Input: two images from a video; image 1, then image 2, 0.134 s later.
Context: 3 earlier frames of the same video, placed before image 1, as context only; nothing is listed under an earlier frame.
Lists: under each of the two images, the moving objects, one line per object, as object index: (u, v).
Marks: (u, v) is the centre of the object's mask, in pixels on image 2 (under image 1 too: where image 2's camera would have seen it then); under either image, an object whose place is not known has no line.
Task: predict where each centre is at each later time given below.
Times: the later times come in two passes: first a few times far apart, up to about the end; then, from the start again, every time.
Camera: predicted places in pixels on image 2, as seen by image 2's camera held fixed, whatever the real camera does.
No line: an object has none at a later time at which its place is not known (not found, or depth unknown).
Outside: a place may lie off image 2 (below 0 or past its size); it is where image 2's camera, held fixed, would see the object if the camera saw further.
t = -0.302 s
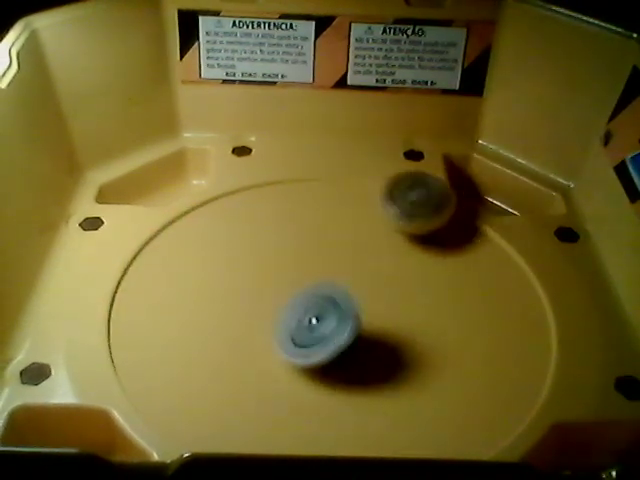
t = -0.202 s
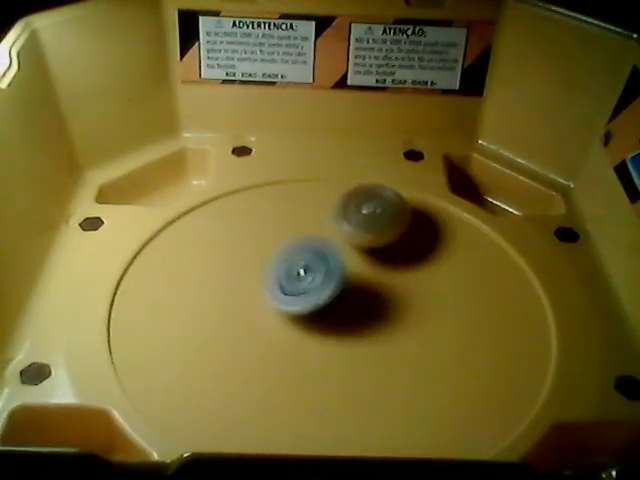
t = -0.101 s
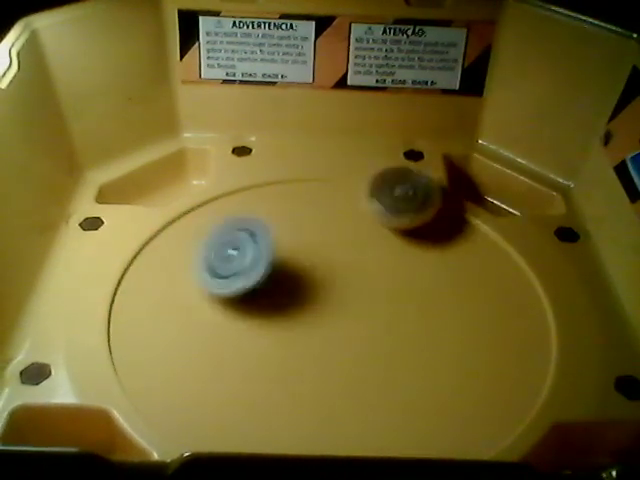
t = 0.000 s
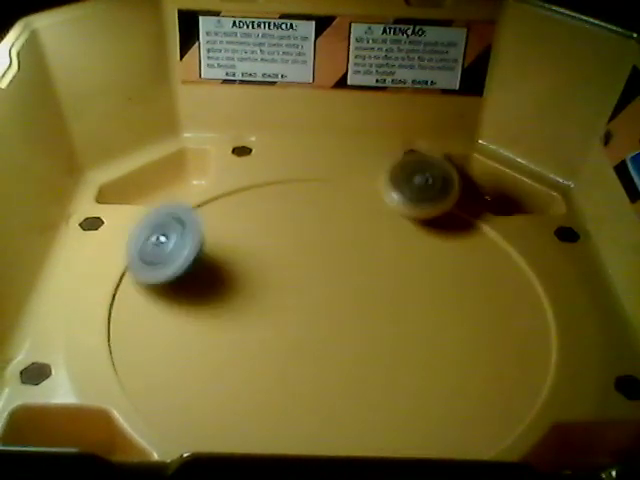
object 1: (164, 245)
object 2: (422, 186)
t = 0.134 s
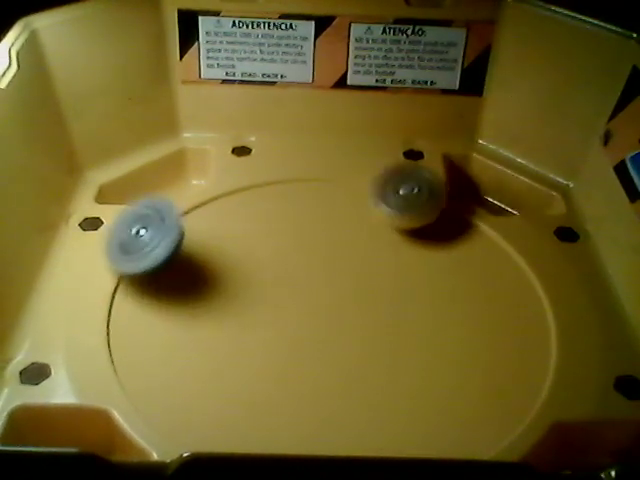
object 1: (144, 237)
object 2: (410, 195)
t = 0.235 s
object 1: (176, 248)
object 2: (403, 213)
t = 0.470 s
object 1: (325, 269)
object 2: (434, 273)
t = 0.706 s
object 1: (326, 267)
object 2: (502, 307)
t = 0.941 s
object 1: (257, 247)
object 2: (494, 327)
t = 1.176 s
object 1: (204, 203)
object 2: (446, 347)
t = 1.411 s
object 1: (289, 210)
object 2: (376, 364)
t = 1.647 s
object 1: (330, 299)
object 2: (316, 431)
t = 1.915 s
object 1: (290, 251)
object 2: (318, 391)
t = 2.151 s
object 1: (369, 280)
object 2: (294, 325)
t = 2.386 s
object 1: (355, 338)
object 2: (257, 289)
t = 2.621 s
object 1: (310, 356)
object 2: (234, 212)
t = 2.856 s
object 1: (314, 343)
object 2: (238, 202)
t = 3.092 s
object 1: (392, 314)
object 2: (299, 231)
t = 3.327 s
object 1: (414, 338)
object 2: (401, 252)
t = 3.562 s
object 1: (348, 286)
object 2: (482, 249)
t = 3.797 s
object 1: (389, 239)
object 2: (491, 265)
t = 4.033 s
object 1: (313, 212)
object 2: (507, 302)
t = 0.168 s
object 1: (150, 237)
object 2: (407, 200)
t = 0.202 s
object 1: (160, 244)
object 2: (404, 206)
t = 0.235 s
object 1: (176, 248)
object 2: (403, 213)
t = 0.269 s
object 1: (197, 251)
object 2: (402, 219)
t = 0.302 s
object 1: (223, 256)
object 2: (401, 228)
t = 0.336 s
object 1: (249, 260)
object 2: (401, 236)
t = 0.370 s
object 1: (276, 263)
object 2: (399, 245)
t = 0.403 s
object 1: (303, 264)
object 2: (396, 256)
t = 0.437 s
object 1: (317, 266)
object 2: (413, 265)
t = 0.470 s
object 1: (325, 269)
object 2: (434, 273)
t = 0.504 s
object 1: (331, 270)
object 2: (451, 280)
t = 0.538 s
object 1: (336, 270)
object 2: (466, 285)
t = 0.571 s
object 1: (338, 270)
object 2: (478, 290)
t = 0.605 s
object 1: (338, 270)
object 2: (488, 294)
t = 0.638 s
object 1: (336, 269)
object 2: (495, 298)
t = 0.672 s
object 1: (332, 268)
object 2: (499, 303)
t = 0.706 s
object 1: (326, 267)
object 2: (502, 307)
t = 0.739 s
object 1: (319, 266)
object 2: (506, 311)
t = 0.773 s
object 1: (311, 264)
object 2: (508, 314)
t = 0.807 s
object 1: (300, 262)
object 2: (507, 315)
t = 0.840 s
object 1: (290, 259)
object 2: (505, 317)
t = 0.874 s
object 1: (279, 256)
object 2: (502, 320)
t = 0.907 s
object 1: (267, 252)
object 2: (498, 324)
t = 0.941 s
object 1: (257, 247)
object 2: (494, 327)
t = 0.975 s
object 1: (246, 242)
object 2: (489, 331)
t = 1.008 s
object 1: (236, 235)
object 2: (483, 333)
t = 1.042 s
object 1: (227, 230)
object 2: (477, 336)
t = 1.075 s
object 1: (219, 223)
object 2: (471, 339)
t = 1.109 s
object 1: (212, 217)
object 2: (465, 341)
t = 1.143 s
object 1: (207, 210)
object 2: (456, 343)
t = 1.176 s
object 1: (204, 203)
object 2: (446, 347)
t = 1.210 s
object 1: (206, 197)
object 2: (437, 350)
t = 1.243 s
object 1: (212, 191)
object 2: (428, 353)
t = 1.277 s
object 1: (223, 187)
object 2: (418, 354)
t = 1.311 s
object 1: (236, 185)
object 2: (408, 357)
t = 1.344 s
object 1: (253, 188)
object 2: (397, 359)
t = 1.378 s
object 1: (271, 197)
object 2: (387, 362)
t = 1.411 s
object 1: (289, 210)
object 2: (376, 364)
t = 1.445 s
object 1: (305, 228)
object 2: (364, 367)
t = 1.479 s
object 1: (318, 249)
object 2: (352, 369)
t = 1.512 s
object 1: (330, 274)
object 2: (342, 370)
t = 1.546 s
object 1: (336, 300)
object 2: (332, 369)
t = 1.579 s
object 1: (335, 299)
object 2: (328, 393)
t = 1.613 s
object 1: (334, 299)
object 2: (322, 421)
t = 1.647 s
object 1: (330, 299)
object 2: (316, 431)
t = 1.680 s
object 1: (322, 297)
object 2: (314, 435)
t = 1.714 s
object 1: (312, 294)
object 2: (317, 434)
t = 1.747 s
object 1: (299, 289)
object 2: (316, 431)
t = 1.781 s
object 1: (290, 282)
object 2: (317, 427)
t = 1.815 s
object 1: (284, 274)
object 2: (320, 422)
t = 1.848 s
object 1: (282, 266)
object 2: (320, 411)
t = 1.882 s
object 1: (283, 257)
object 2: (319, 402)
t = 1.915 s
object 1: (290, 251)
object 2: (318, 391)
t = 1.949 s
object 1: (298, 245)
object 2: (316, 379)
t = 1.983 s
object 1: (310, 244)
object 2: (311, 369)
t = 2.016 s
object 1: (323, 246)
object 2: (310, 359)
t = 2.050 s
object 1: (337, 251)
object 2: (308, 349)
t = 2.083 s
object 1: (350, 260)
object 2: (306, 338)
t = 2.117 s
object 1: (357, 272)
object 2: (304, 329)
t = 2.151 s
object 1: (369, 280)
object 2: (294, 325)
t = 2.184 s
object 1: (381, 288)
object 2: (281, 319)
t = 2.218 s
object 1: (390, 296)
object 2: (272, 313)
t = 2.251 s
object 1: (395, 306)
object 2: (267, 309)
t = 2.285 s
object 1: (393, 317)
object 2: (263, 303)
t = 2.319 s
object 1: (386, 326)
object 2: (259, 299)
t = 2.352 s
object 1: (372, 335)
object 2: (257, 294)
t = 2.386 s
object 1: (355, 338)
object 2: (257, 289)
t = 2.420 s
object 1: (336, 338)
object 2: (257, 285)
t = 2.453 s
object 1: (318, 334)
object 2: (258, 282)
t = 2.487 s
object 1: (304, 327)
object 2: (257, 273)
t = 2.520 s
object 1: (306, 336)
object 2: (249, 256)
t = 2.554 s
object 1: (309, 345)
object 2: (242, 237)
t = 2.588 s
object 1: (309, 351)
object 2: (236, 222)
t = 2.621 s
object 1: (310, 356)
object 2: (234, 212)
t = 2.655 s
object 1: (307, 359)
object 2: (232, 203)
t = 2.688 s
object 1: (307, 361)
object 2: (231, 199)
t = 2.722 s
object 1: (306, 361)
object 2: (231, 196)
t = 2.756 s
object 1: (306, 360)
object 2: (231, 195)
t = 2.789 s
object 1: (306, 355)
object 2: (231, 197)
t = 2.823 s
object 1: (309, 351)
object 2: (235, 198)
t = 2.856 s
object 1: (314, 343)
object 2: (238, 202)
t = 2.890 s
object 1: (320, 338)
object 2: (243, 205)
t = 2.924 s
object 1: (330, 331)
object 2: (249, 210)
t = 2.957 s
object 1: (340, 325)
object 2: (258, 215)
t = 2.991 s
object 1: (351, 320)
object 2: (266, 219)
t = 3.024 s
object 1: (364, 316)
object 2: (276, 222)
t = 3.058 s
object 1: (380, 314)
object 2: (287, 228)
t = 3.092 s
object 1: (392, 314)
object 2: (299, 231)
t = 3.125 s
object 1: (405, 315)
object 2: (309, 235)
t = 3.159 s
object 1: (417, 316)
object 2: (323, 239)
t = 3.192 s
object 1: (424, 320)
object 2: (338, 241)
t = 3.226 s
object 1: (429, 324)
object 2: (352, 245)
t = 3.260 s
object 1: (428, 330)
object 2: (369, 247)
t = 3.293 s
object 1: (425, 335)
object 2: (385, 250)
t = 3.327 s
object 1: (414, 338)
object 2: (401, 252)
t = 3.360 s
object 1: (403, 337)
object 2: (417, 252)
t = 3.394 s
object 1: (390, 334)
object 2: (433, 252)
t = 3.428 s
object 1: (376, 328)
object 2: (447, 252)
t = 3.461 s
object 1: (365, 319)
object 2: (459, 251)
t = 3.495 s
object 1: (355, 307)
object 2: (470, 249)
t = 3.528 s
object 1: (349, 297)
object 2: (477, 249)
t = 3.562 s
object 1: (348, 286)
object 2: (482, 249)
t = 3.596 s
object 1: (347, 273)
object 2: (486, 249)
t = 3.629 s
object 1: (352, 263)
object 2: (486, 249)
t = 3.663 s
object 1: (360, 254)
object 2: (486, 251)
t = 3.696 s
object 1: (369, 247)
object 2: (483, 253)
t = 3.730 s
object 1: (380, 243)
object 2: (481, 257)
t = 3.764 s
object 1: (392, 241)
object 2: (479, 259)
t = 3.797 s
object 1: (389, 239)
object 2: (491, 265)
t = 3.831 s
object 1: (376, 237)
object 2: (504, 272)
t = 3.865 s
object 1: (364, 234)
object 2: (514, 278)
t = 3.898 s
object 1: (351, 230)
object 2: (516, 283)
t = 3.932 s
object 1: (339, 227)
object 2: (518, 288)
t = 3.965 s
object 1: (329, 222)
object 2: (515, 292)
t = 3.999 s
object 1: (320, 217)
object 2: (512, 297)
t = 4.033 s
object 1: (313, 212)
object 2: (507, 302)
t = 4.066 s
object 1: (309, 208)
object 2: (503, 306)
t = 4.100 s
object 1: (307, 205)
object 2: (497, 312)
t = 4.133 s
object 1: (307, 205)
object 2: (493, 316)
